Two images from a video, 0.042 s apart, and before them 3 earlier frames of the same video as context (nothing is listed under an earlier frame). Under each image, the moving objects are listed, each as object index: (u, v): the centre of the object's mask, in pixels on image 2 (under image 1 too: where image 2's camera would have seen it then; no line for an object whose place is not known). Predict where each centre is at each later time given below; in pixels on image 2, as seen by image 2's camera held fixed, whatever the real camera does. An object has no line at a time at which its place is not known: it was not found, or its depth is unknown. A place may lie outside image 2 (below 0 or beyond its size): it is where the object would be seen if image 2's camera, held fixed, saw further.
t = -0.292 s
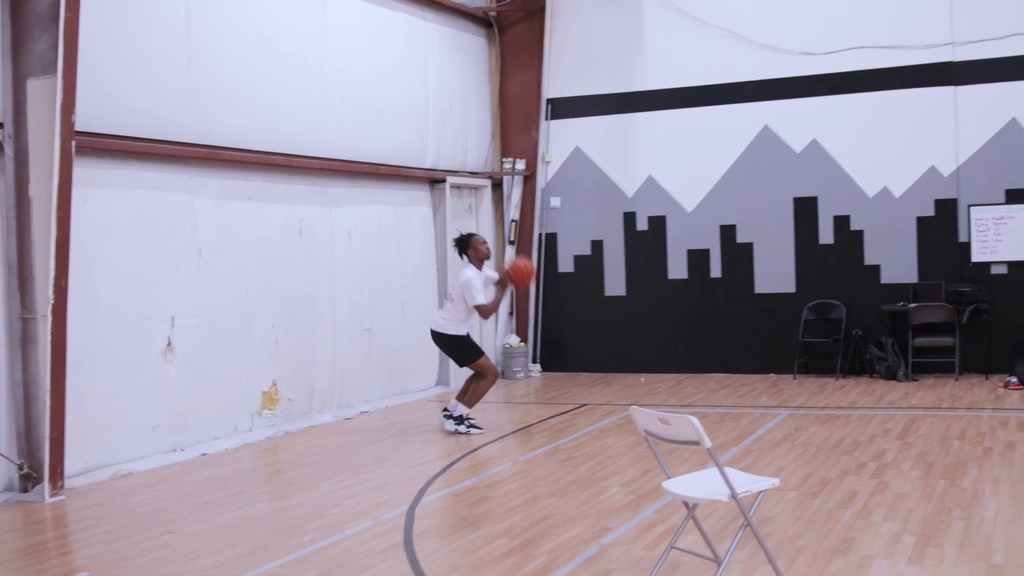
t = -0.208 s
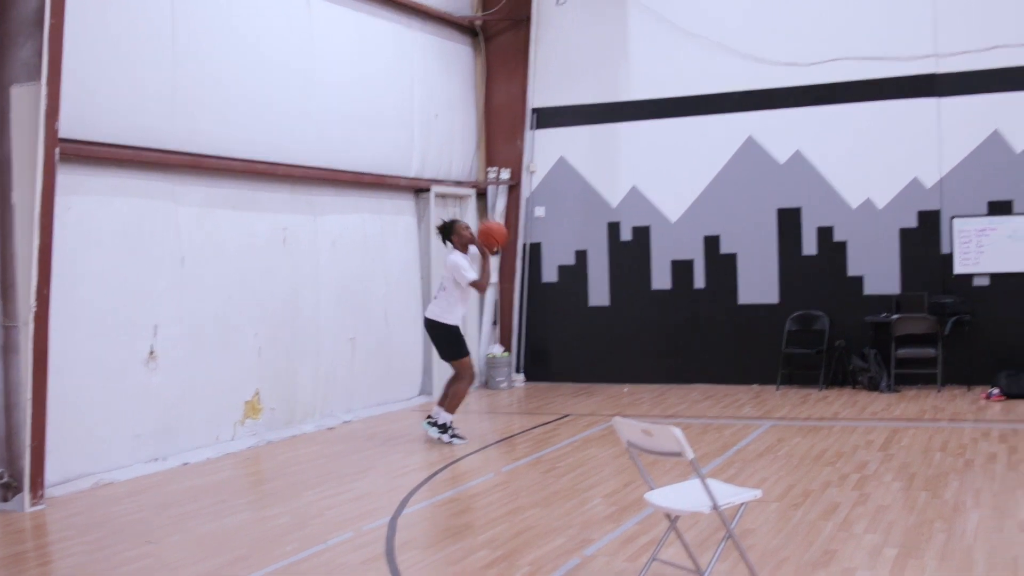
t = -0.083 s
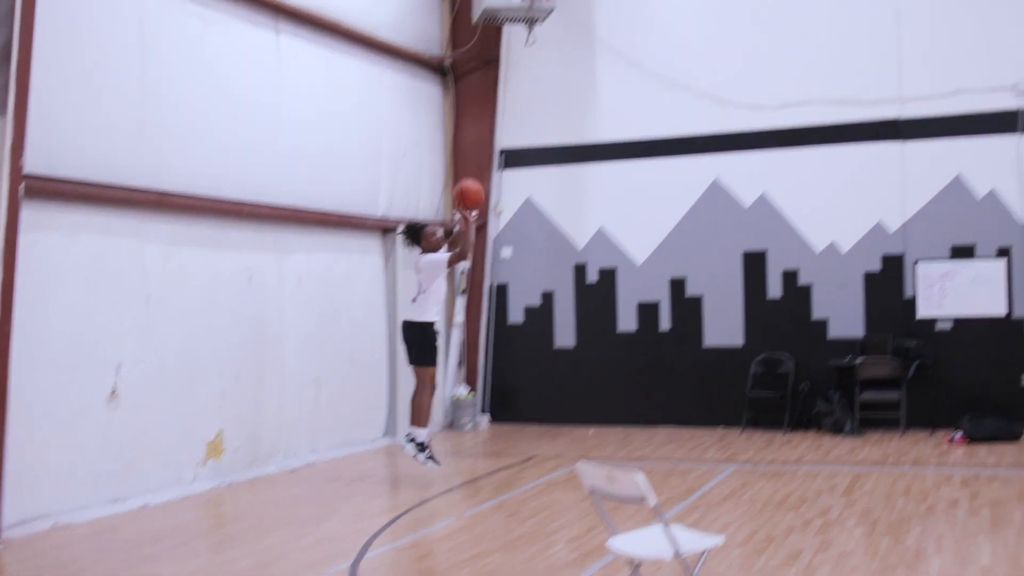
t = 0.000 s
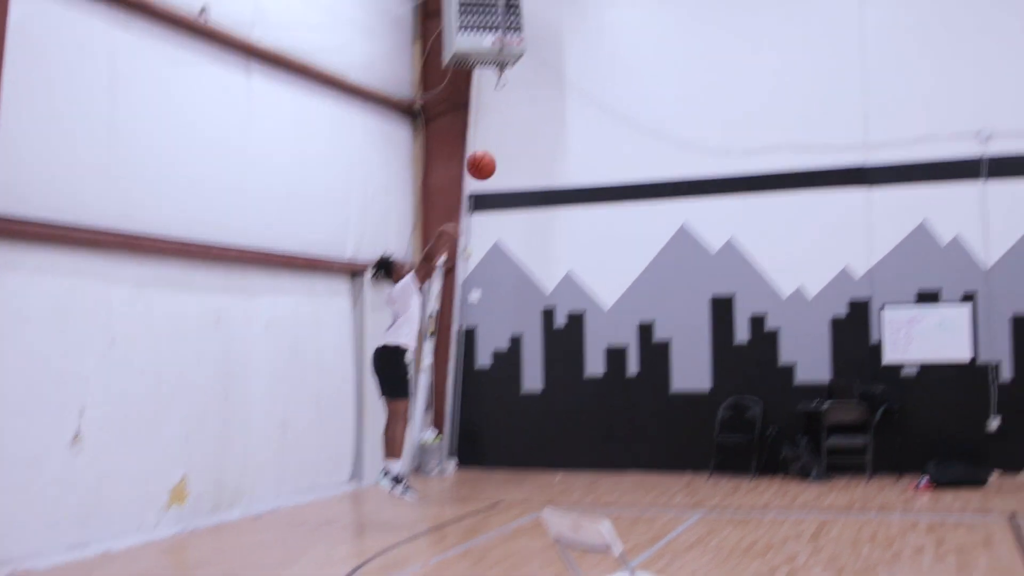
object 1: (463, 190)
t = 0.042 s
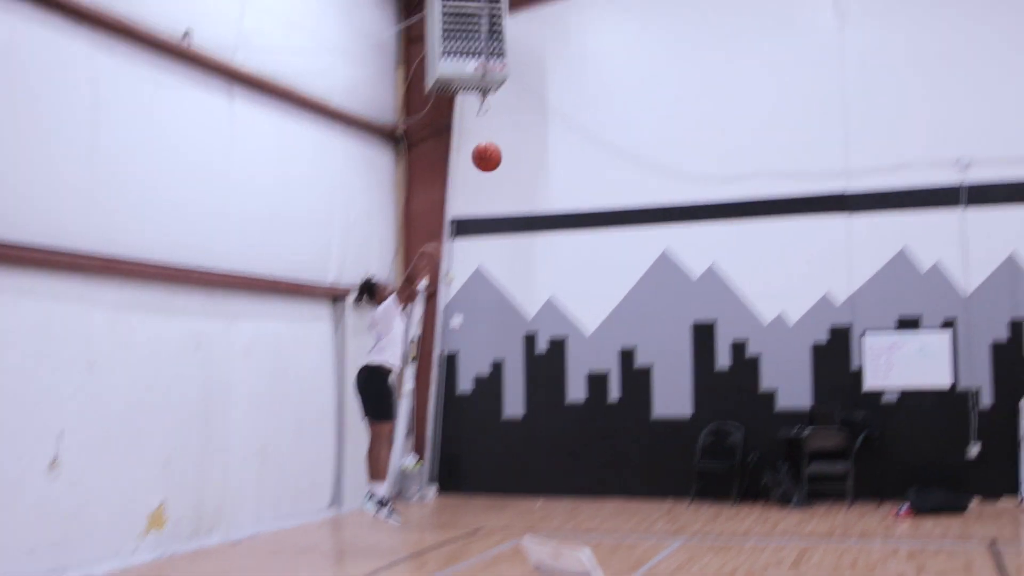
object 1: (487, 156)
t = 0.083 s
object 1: (511, 124)
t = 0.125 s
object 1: (535, 93)
